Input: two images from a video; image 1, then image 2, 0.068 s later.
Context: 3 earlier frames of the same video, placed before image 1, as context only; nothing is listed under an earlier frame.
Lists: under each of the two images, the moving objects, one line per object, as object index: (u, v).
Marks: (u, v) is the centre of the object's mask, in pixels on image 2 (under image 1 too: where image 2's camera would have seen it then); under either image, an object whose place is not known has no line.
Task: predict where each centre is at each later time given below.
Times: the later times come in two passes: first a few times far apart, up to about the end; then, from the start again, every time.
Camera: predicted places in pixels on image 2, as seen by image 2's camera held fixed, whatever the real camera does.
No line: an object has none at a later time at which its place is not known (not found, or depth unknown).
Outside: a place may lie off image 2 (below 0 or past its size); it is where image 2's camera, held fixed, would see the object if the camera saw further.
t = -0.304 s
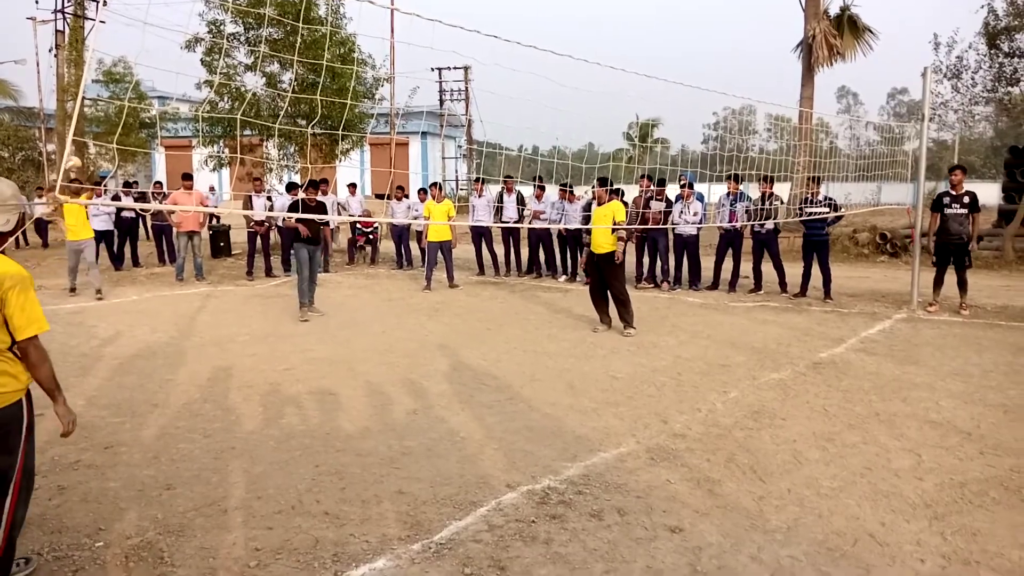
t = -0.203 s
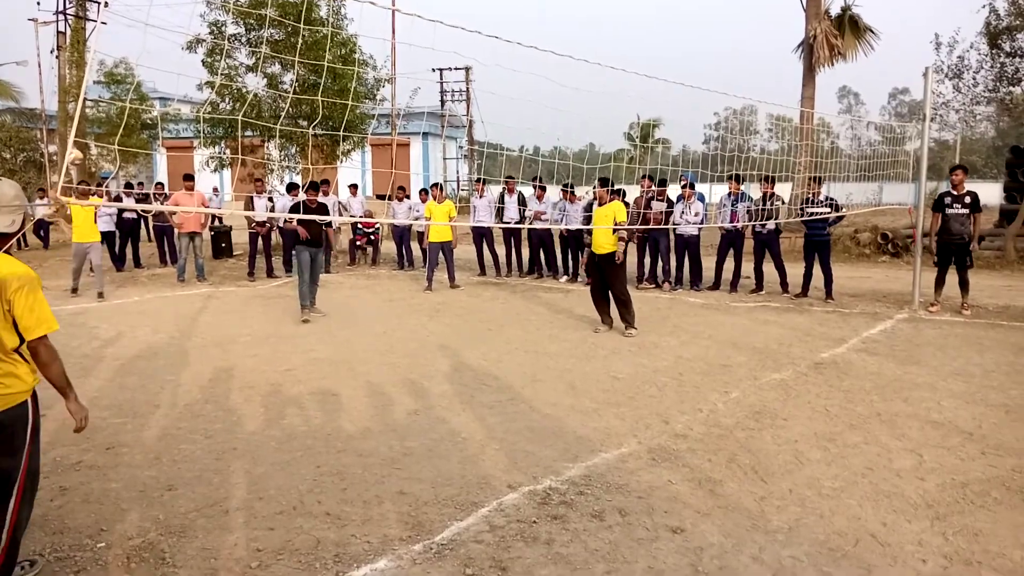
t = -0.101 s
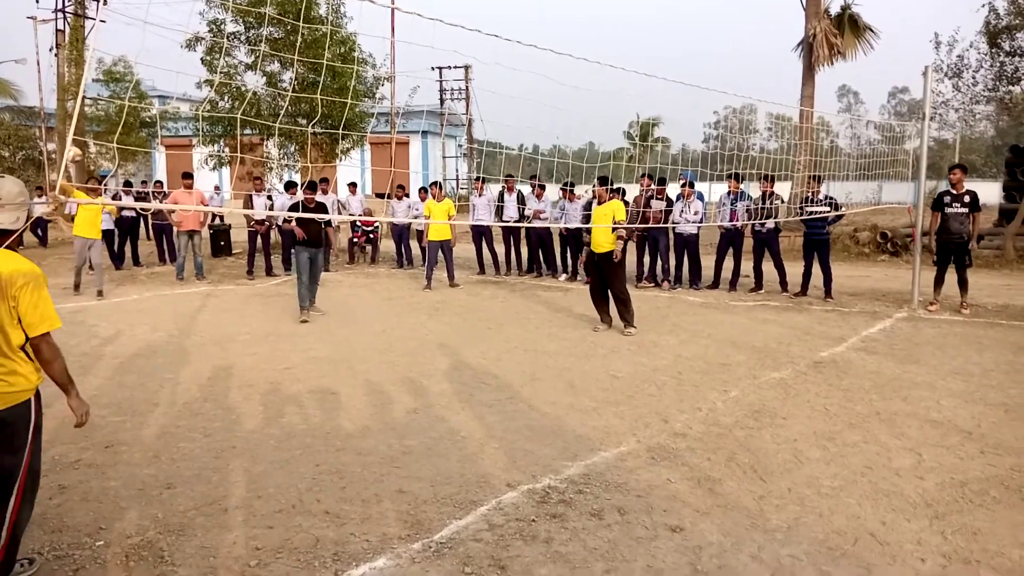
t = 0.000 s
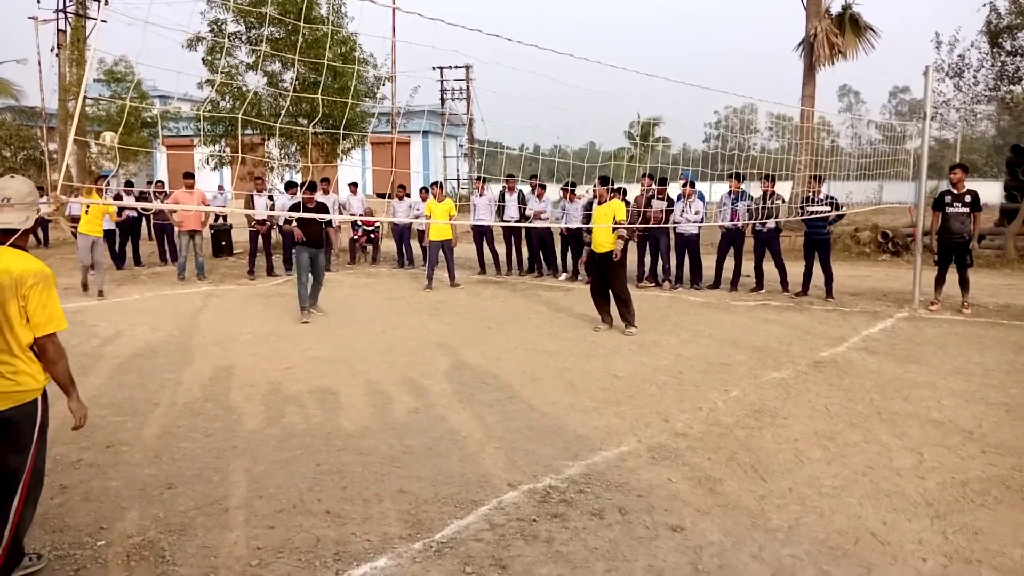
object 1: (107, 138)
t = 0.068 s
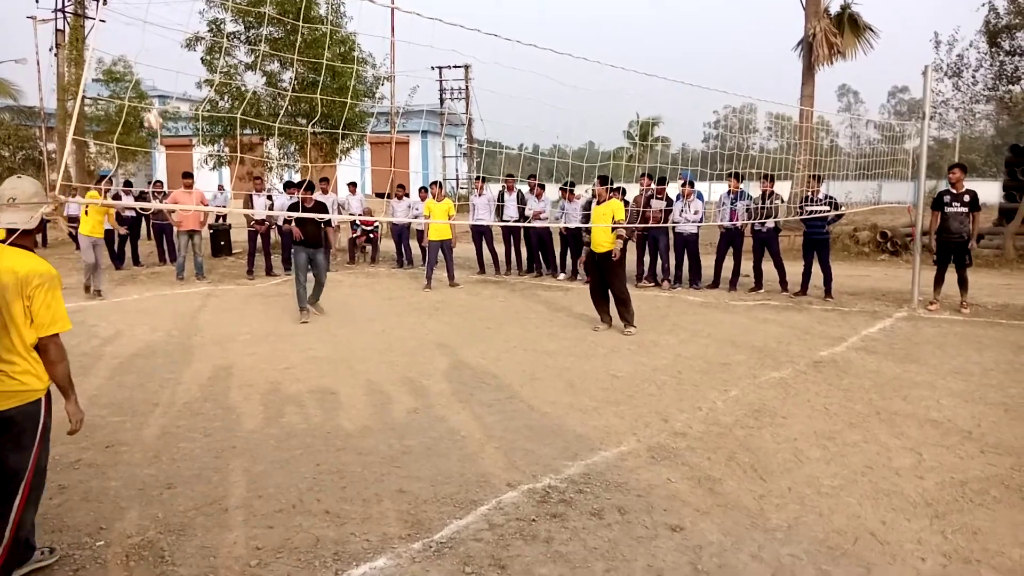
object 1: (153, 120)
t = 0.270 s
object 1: (329, 89)
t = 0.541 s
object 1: (687, 106)
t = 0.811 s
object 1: (804, 188)
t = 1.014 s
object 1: (692, 244)
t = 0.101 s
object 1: (178, 115)
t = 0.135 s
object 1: (203, 109)
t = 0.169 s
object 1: (232, 103)
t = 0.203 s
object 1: (263, 97)
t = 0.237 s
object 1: (295, 92)
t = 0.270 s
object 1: (329, 89)
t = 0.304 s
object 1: (365, 87)
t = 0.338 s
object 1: (403, 87)
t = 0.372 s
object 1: (444, 88)
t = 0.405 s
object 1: (487, 88)
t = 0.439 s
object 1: (532, 90)
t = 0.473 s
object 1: (580, 94)
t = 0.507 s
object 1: (632, 99)
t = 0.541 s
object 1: (687, 106)
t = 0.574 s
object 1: (746, 114)
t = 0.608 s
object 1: (799, 125)
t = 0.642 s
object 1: (836, 136)
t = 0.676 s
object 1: (854, 154)
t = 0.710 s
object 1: (857, 171)
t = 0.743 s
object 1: (843, 181)
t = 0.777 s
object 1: (824, 184)
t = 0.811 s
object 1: (804, 188)
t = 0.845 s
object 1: (786, 193)
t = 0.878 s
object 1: (765, 203)
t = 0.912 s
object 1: (747, 211)
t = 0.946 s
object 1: (730, 222)
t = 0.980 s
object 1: (712, 231)
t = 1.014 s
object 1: (692, 244)
